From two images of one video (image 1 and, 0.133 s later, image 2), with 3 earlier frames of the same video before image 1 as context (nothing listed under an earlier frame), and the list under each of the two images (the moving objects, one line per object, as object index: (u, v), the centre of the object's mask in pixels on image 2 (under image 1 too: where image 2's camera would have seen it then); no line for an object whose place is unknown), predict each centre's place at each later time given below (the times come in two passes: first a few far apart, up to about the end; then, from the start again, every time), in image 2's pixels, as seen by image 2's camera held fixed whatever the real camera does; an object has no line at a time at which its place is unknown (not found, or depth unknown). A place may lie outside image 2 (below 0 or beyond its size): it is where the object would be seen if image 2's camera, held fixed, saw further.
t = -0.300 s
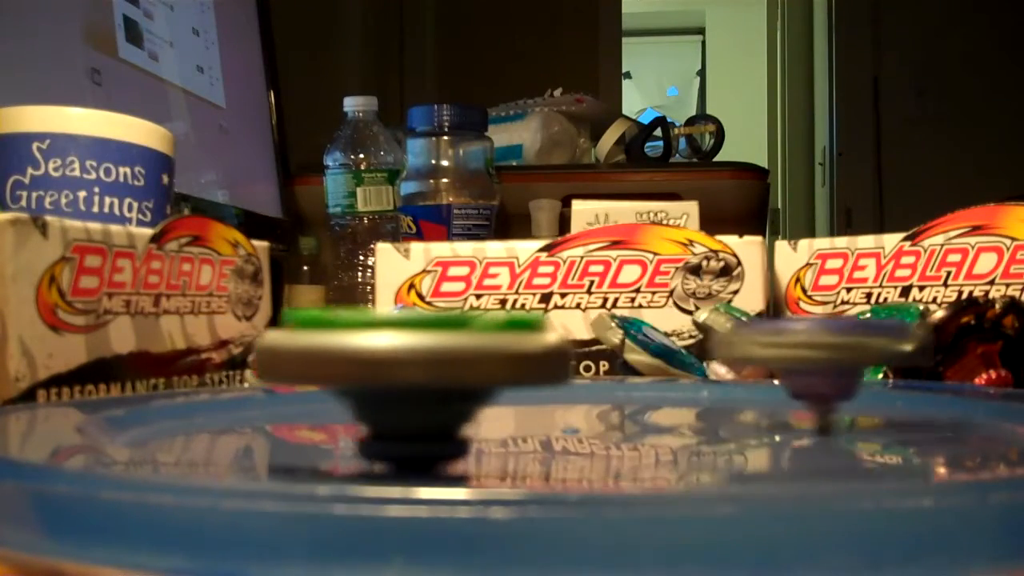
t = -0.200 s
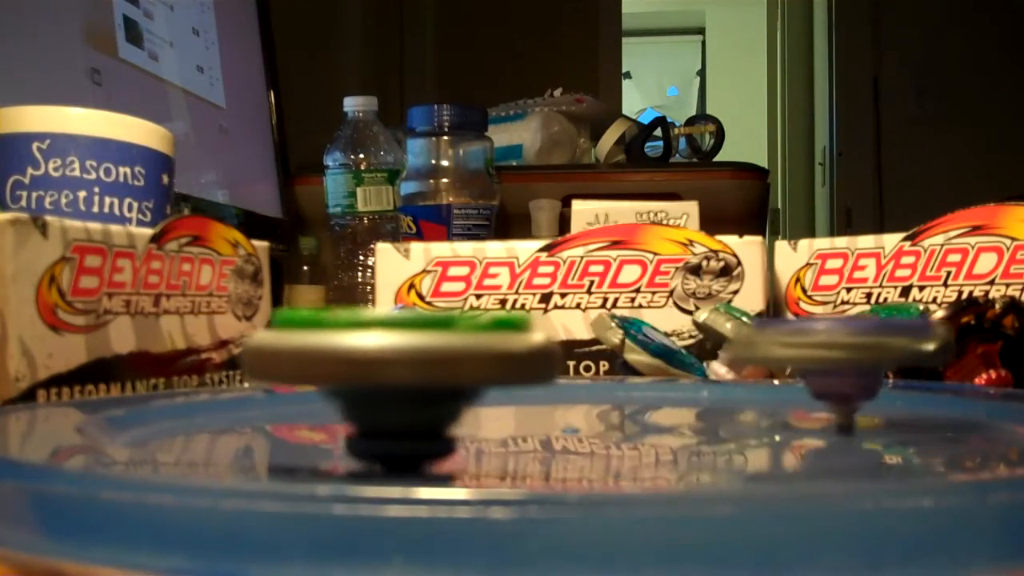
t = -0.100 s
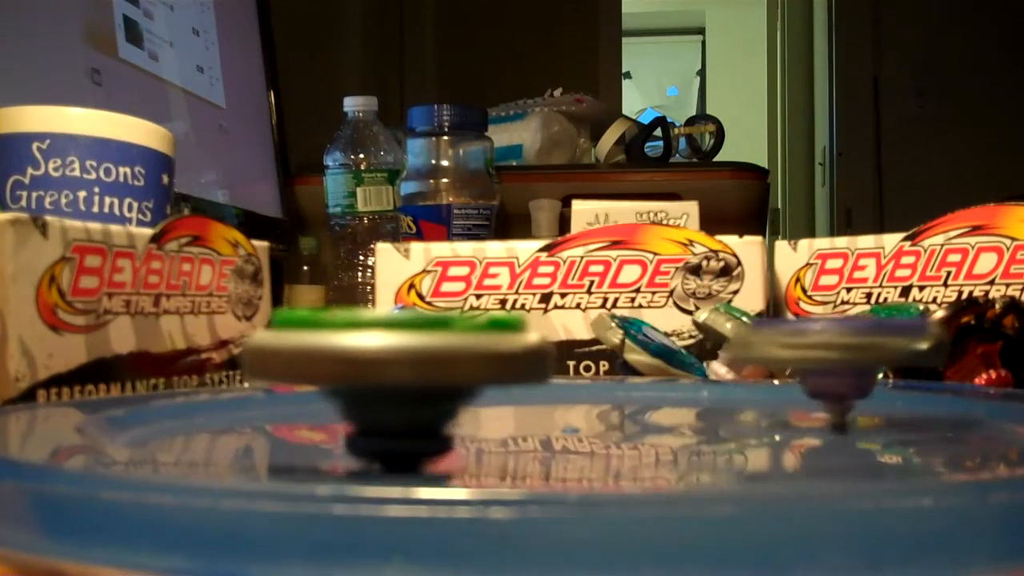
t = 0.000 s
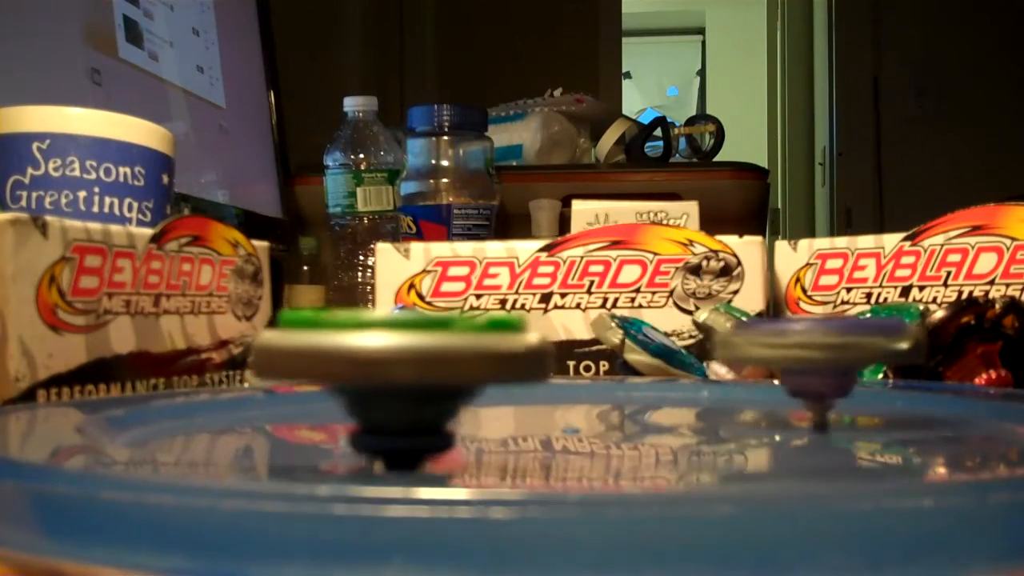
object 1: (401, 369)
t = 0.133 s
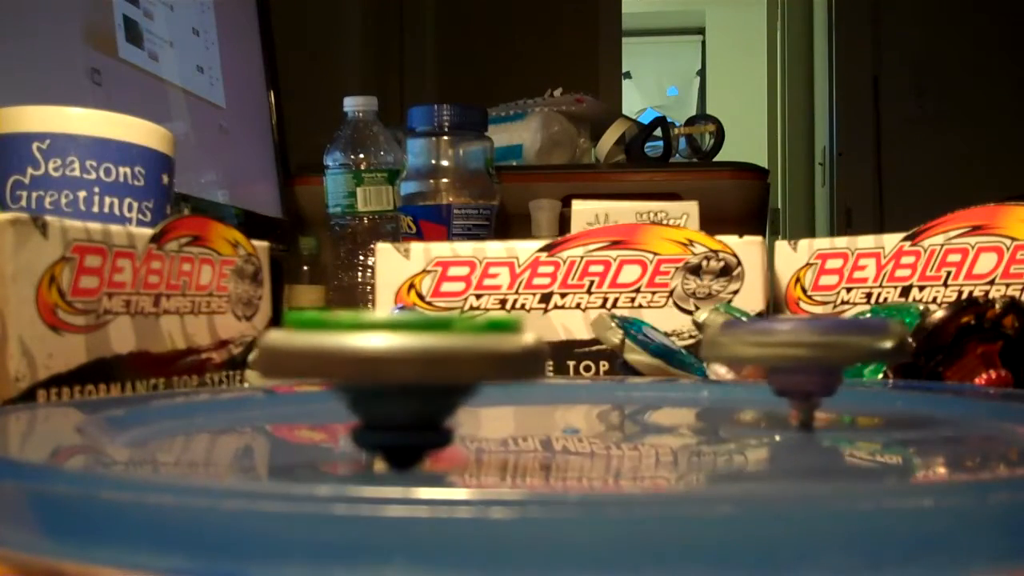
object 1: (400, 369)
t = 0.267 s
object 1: (396, 367)
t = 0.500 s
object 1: (370, 363)
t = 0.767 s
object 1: (350, 359)
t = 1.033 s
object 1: (371, 357)
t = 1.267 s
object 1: (422, 355)
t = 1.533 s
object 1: (430, 349)
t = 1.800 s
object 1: (359, 346)
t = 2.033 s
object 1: (329, 348)
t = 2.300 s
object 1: (370, 352)
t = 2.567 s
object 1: (489, 353)
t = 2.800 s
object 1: (501, 351)
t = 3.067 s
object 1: (345, 351)
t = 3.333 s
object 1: (222, 351)
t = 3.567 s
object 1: (154, 354)
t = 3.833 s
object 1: (153, 355)
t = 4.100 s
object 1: (206, 358)
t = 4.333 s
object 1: (300, 360)
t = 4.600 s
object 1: (428, 362)
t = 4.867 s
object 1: (560, 363)
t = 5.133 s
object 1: (680, 361)
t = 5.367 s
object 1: (750, 362)
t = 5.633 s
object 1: (773, 362)
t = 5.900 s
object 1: (790, 366)
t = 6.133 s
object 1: (813, 367)
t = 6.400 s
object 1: (786, 369)
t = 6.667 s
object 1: (722, 369)
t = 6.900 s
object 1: (650, 369)
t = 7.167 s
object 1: (528, 366)
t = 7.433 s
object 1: (406, 365)
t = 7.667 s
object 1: (333, 364)
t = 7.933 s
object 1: (292, 364)
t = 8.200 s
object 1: (295, 364)
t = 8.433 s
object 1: (316, 364)
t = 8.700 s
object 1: (363, 364)
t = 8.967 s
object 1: (434, 363)
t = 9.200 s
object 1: (496, 362)
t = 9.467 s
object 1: (563, 362)
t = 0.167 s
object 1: (398, 368)
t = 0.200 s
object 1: (399, 368)
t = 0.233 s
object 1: (399, 367)
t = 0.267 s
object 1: (396, 367)
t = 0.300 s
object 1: (392, 367)
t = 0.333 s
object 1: (387, 366)
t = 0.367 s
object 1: (382, 366)
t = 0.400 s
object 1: (379, 364)
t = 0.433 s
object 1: (377, 364)
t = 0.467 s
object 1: (374, 364)
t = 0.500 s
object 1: (370, 363)
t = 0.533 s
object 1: (365, 362)
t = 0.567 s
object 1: (360, 362)
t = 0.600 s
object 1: (358, 361)
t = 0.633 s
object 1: (356, 361)
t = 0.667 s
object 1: (353, 360)
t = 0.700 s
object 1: (352, 361)
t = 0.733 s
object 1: (350, 359)
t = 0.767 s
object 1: (350, 359)
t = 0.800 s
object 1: (351, 359)
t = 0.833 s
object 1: (352, 359)
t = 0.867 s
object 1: (354, 359)
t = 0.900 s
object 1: (356, 358)
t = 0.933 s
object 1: (358, 358)
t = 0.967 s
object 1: (362, 357)
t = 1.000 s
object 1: (366, 357)
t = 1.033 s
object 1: (371, 357)
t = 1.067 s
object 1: (377, 357)
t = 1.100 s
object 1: (383, 356)
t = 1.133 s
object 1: (389, 356)
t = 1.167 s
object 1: (398, 355)
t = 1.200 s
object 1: (406, 355)
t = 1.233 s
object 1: (415, 354)
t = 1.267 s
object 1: (422, 355)
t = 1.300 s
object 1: (429, 354)
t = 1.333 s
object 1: (435, 353)
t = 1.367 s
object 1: (439, 352)
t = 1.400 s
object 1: (441, 352)
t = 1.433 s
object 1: (441, 351)
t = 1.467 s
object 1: (439, 350)
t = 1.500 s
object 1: (435, 350)
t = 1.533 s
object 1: (430, 349)
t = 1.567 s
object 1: (424, 349)
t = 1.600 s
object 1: (415, 348)
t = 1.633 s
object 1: (406, 348)
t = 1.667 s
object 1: (396, 347)
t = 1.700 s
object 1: (387, 346)
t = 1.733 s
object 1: (376, 346)
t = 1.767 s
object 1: (367, 345)
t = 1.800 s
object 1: (359, 346)
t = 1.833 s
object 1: (353, 346)
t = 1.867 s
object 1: (347, 346)
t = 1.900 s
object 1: (342, 346)
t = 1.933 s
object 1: (337, 346)
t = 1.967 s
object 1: (334, 347)
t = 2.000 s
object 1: (331, 347)
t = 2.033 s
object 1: (329, 348)
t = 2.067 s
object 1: (329, 348)
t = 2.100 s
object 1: (330, 349)
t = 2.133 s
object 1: (332, 349)
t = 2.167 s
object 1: (336, 350)
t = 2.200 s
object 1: (342, 350)
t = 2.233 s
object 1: (350, 351)
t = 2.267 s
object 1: (358, 352)
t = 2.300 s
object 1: (370, 352)
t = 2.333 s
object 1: (383, 353)
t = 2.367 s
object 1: (398, 353)
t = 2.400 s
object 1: (414, 354)
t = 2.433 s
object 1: (429, 354)
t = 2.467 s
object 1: (447, 354)
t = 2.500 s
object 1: (462, 353)
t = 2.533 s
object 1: (475, 353)
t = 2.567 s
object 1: (489, 353)
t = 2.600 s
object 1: (504, 352)
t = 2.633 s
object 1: (518, 352)
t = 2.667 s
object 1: (527, 352)
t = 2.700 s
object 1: (535, 352)
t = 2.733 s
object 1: (542, 352)
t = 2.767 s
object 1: (525, 350)
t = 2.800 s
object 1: (501, 351)
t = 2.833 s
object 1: (478, 351)
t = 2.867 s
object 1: (459, 352)
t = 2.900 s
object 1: (444, 352)
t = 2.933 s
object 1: (424, 352)
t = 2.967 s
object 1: (402, 351)
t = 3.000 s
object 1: (381, 352)
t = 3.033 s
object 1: (362, 351)
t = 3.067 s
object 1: (345, 351)
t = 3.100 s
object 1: (327, 351)
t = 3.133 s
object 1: (310, 350)
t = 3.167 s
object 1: (292, 351)
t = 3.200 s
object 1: (276, 351)
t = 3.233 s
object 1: (257, 351)
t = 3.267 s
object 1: (244, 351)
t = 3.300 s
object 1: (232, 351)
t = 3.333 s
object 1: (222, 351)
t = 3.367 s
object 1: (211, 351)
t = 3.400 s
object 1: (198, 351)
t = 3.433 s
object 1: (187, 351)
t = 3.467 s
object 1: (175, 352)
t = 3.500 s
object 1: (165, 351)
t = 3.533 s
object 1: (160, 352)
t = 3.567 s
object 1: (154, 354)
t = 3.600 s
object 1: (151, 354)
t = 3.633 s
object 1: (149, 354)
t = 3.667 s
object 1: (147, 354)
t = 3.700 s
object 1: (146, 354)
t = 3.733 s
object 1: (146, 355)
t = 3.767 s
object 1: (147, 355)
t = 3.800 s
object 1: (149, 356)
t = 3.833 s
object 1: (153, 355)
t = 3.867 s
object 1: (157, 356)
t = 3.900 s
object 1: (161, 356)
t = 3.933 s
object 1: (166, 356)
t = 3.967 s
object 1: (172, 357)
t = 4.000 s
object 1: (179, 357)
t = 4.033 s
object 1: (188, 357)
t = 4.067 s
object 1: (197, 358)
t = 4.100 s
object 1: (206, 358)
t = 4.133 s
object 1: (217, 358)
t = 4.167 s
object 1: (229, 358)
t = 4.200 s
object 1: (244, 359)
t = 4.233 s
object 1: (259, 359)
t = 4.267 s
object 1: (271, 360)
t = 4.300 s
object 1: (286, 360)
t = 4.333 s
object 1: (300, 360)
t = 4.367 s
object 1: (313, 361)
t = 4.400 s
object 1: (329, 360)
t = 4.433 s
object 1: (343, 360)
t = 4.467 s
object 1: (360, 361)
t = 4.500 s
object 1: (377, 362)
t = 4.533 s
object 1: (395, 362)
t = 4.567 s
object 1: (410, 363)
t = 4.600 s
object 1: (428, 362)
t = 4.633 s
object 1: (446, 363)
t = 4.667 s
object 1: (462, 362)
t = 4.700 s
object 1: (482, 363)
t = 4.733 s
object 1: (499, 362)
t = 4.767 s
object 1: (514, 362)
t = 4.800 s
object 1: (529, 362)
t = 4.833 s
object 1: (546, 362)
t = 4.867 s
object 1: (560, 363)
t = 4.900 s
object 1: (575, 363)
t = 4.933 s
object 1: (590, 363)
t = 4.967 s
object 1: (607, 363)
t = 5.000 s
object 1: (620, 363)
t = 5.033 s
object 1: (634, 362)
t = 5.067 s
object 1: (649, 362)
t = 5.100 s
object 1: (666, 362)
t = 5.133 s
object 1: (680, 361)
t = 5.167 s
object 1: (697, 362)
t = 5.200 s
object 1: (706, 361)
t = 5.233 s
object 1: (717, 360)
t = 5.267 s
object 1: (727, 360)
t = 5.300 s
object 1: (737, 361)
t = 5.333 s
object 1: (745, 361)
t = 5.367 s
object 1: (750, 362)
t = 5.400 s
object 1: (756, 361)
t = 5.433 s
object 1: (762, 361)
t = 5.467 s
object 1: (767, 361)
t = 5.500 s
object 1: (769, 361)
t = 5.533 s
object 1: (771, 361)
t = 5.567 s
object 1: (772, 361)
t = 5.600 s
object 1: (773, 361)
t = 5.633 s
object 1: (773, 362)
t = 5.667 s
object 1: (773, 363)
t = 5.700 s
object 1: (774, 363)
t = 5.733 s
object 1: (777, 363)
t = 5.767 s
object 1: (779, 364)
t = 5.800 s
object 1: (781, 364)
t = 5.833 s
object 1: (784, 365)
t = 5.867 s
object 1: (787, 365)
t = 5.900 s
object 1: (790, 366)
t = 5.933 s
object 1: (794, 366)
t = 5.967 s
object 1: (800, 366)
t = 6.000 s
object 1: (806, 367)
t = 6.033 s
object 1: (809, 366)
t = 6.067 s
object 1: (810, 365)
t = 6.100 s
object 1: (813, 367)
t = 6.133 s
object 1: (813, 367)
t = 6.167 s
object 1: (814, 367)
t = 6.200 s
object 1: (812, 368)
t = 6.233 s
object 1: (810, 369)
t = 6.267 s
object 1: (806, 369)
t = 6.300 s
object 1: (801, 369)
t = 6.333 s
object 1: (796, 369)
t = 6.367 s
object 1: (791, 369)
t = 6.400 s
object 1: (786, 369)
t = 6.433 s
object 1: (780, 369)
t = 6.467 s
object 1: (773, 369)
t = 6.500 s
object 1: (766, 369)
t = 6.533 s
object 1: (759, 368)
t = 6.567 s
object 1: (749, 369)
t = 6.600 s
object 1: (738, 370)
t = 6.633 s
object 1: (731, 369)
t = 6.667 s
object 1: (722, 369)
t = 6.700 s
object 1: (714, 369)
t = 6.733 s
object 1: (706, 369)
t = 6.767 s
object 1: (695, 369)
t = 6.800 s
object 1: (686, 369)
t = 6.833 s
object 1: (675, 369)
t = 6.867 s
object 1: (664, 369)
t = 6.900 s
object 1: (650, 369)
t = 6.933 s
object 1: (636, 368)
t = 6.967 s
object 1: (622, 368)
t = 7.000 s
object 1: (607, 368)
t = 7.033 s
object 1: (590, 367)
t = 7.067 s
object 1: (574, 367)
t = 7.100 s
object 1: (559, 367)
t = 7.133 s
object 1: (543, 367)
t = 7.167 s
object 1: (528, 366)
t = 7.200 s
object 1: (509, 366)
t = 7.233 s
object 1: (493, 365)
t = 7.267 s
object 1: (478, 366)
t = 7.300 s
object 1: (461, 366)
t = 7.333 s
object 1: (445, 366)
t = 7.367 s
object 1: (432, 365)
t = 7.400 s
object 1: (419, 365)
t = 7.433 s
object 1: (406, 365)
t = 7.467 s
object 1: (393, 365)
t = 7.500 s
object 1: (381, 365)
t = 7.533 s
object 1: (370, 365)
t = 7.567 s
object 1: (360, 364)
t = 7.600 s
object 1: (351, 364)
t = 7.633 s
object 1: (342, 364)
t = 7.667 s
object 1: (333, 364)
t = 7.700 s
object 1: (325, 364)
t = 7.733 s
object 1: (318, 364)
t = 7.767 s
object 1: (311, 364)
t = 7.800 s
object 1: (305, 364)
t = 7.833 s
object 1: (299, 365)
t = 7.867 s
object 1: (296, 364)
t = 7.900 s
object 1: (294, 364)
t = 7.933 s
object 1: (292, 364)
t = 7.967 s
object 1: (290, 364)
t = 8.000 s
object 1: (290, 364)
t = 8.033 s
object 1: (290, 363)
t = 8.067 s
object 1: (290, 364)
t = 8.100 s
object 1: (291, 364)
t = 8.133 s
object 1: (292, 363)
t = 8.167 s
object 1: (293, 364)
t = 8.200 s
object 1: (295, 364)
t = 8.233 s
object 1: (297, 363)
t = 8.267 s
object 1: (300, 364)
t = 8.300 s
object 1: (302, 364)
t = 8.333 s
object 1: (305, 364)
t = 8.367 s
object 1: (308, 364)
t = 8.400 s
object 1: (312, 364)
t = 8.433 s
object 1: (316, 364)
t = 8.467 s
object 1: (320, 363)
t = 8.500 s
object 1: (325, 364)
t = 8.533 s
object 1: (331, 364)
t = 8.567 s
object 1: (337, 364)
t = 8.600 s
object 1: (343, 364)
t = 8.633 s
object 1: (349, 364)
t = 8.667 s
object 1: (357, 364)
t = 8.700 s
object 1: (363, 364)
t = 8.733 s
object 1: (369, 364)
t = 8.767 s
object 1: (377, 364)
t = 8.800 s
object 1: (384, 363)
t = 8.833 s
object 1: (395, 363)
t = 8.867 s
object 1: (405, 363)
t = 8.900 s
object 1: (415, 363)
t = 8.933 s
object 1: (424, 363)
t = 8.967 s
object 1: (434, 363)
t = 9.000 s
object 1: (443, 363)
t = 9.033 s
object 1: (451, 363)
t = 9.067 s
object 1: (459, 363)
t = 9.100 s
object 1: (469, 363)
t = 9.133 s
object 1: (478, 363)
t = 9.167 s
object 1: (486, 363)
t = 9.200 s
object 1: (496, 362)
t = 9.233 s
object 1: (504, 362)
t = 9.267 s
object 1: (513, 362)
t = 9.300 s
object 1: (522, 362)
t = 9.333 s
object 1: (530, 362)
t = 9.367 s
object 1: (537, 363)
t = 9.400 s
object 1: (546, 362)
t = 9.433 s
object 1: (554, 362)
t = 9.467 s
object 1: (563, 362)
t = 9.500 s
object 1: (570, 363)
